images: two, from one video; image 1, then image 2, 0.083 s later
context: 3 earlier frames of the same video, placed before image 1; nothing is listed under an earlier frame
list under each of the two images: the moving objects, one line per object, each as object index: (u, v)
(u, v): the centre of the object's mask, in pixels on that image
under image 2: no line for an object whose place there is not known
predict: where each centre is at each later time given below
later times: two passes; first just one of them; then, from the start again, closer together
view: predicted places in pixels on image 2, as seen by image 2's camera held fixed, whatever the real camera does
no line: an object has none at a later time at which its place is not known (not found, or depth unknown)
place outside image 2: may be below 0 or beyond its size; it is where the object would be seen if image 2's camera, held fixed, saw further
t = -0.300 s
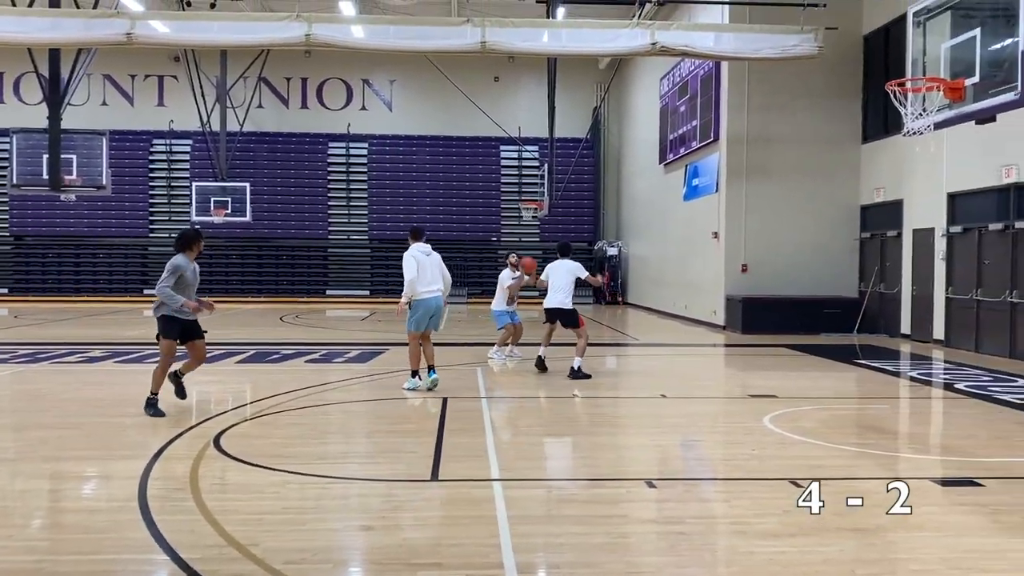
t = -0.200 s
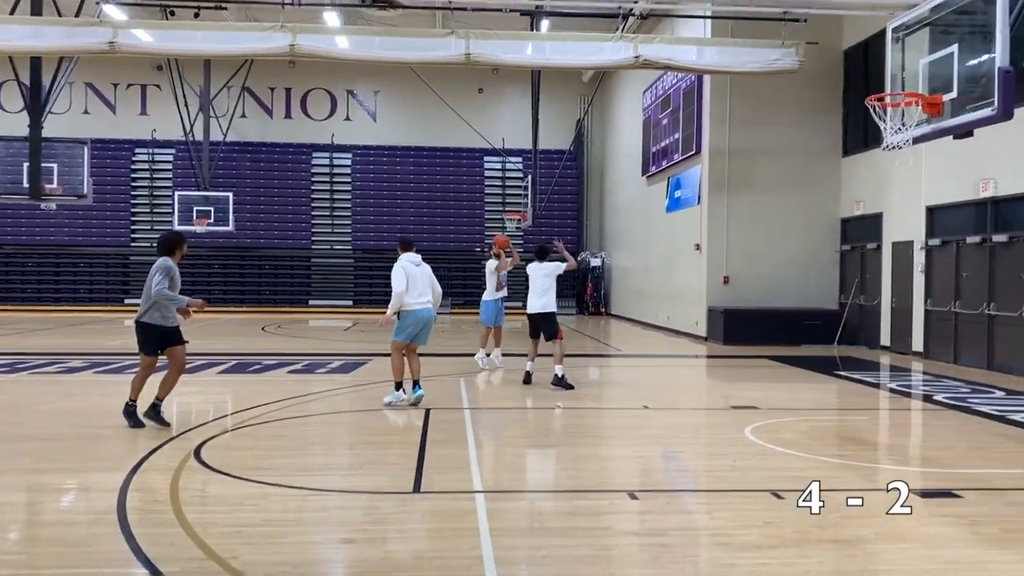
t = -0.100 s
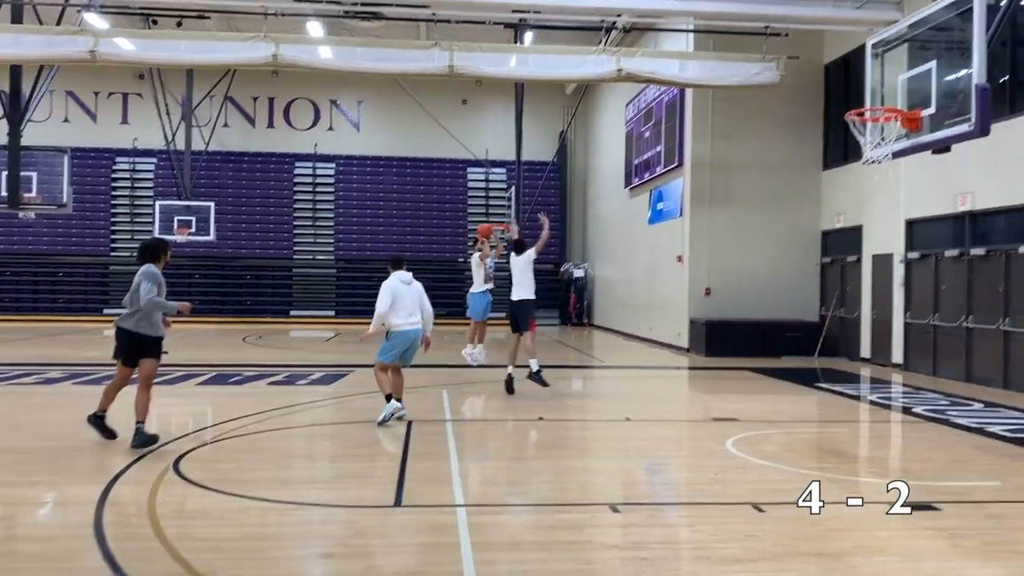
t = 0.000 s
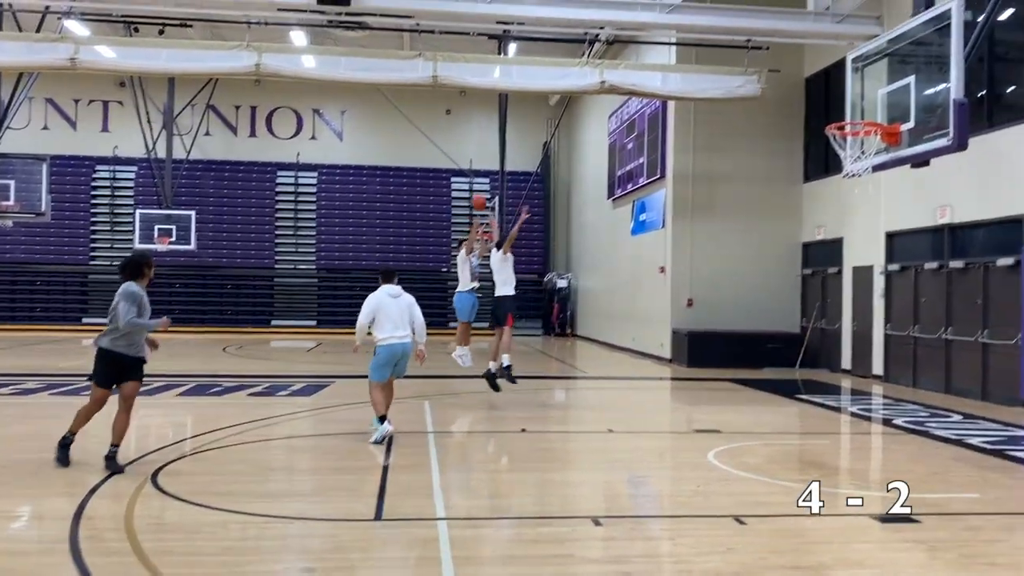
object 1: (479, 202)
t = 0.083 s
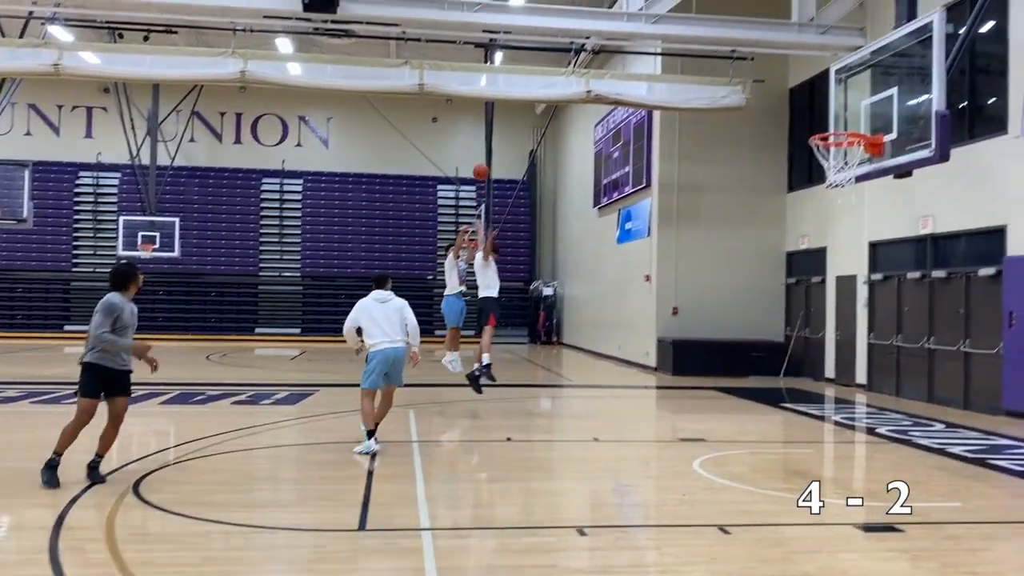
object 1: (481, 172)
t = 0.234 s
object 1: (512, 110)
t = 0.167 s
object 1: (497, 137)
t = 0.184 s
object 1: (500, 130)
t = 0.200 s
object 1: (505, 123)
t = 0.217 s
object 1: (508, 117)
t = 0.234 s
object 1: (512, 110)
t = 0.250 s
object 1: (515, 105)
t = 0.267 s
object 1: (519, 99)
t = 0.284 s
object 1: (522, 93)
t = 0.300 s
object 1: (526, 87)
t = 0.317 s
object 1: (529, 81)
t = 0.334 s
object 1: (533, 76)
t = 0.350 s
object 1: (537, 70)
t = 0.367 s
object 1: (541, 65)
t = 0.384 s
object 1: (544, 61)
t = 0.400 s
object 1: (548, 55)
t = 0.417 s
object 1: (551, 52)
